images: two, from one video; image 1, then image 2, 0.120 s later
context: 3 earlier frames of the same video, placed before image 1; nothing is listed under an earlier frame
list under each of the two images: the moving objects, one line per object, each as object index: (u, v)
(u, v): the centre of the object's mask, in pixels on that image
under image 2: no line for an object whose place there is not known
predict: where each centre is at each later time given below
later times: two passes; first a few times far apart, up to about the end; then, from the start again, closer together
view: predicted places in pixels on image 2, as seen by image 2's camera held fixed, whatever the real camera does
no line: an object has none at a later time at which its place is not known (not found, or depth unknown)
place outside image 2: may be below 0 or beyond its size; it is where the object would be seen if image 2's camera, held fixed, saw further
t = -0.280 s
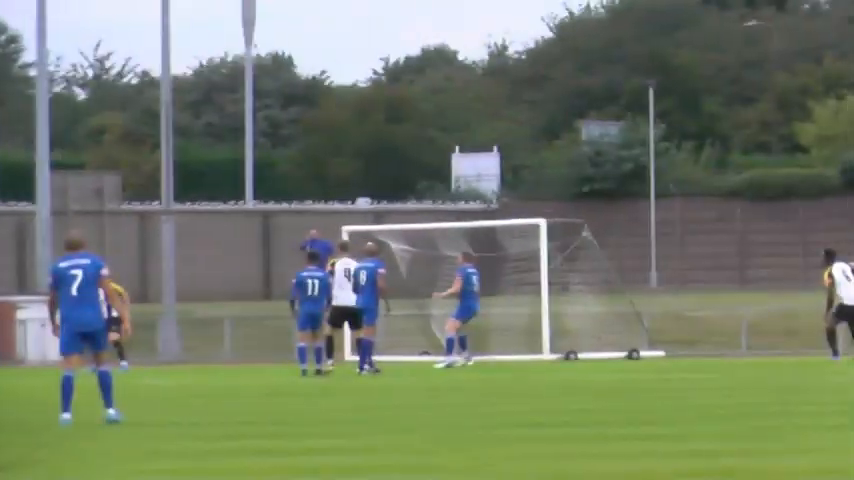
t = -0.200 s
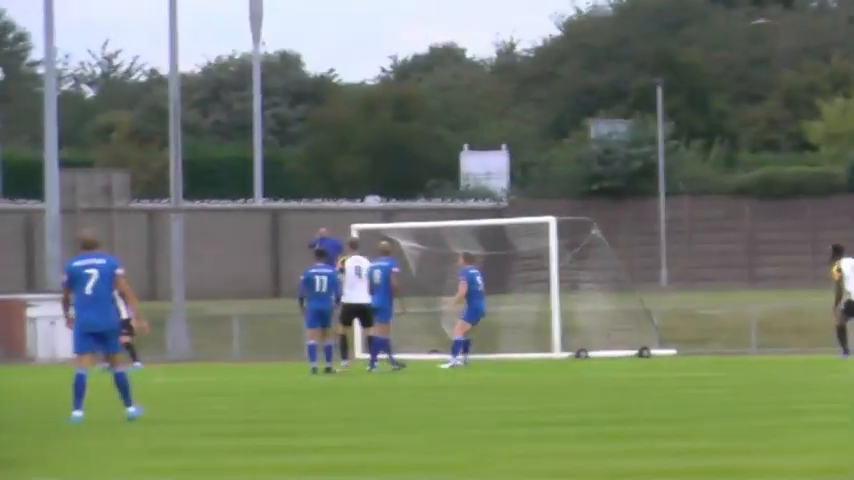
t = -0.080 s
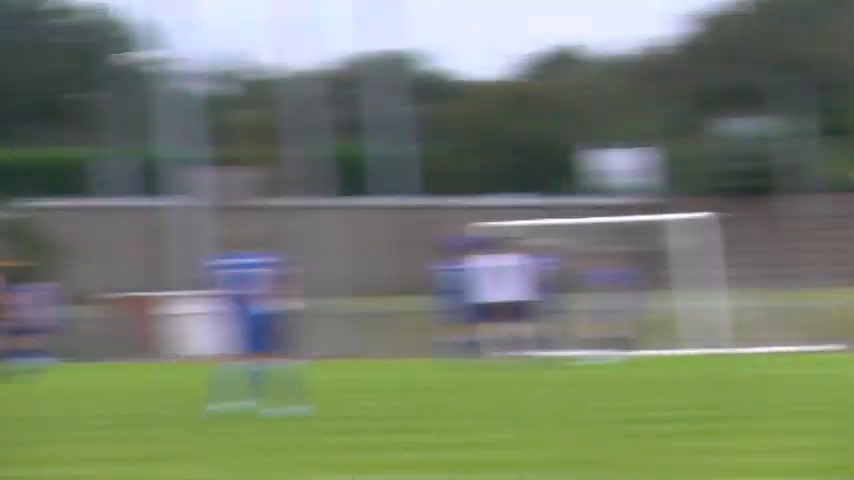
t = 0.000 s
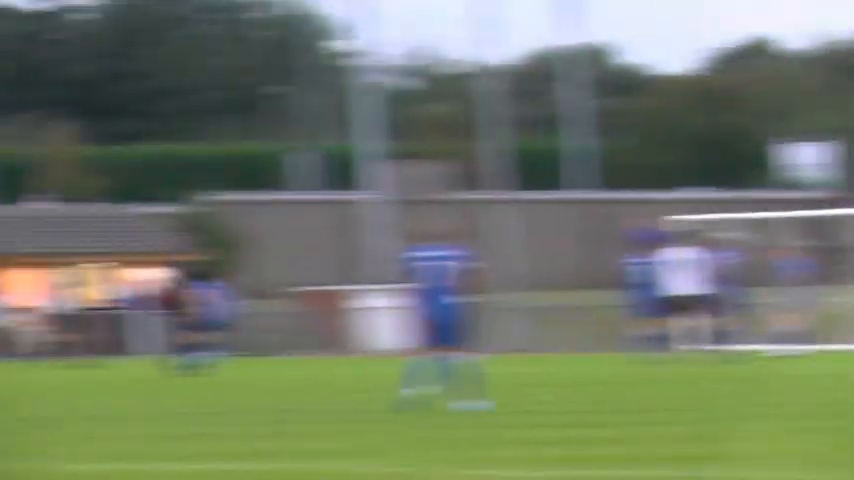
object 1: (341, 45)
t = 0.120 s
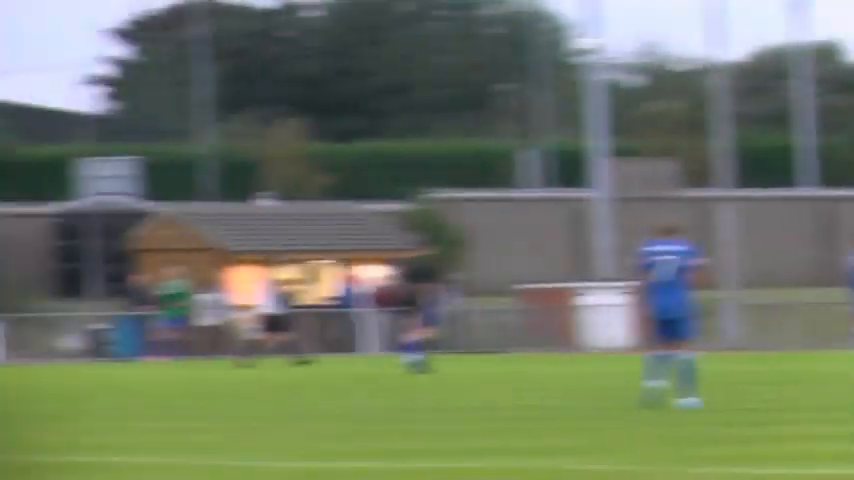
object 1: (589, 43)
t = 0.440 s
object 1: (657, 91)
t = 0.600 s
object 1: (690, 136)
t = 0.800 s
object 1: (727, 211)
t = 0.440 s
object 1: (657, 91)
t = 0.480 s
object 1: (665, 100)
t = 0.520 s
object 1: (673, 111)
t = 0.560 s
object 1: (682, 122)
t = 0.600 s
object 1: (690, 136)
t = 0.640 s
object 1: (696, 150)
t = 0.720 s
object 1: (711, 179)
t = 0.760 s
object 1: (719, 194)
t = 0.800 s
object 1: (727, 211)
